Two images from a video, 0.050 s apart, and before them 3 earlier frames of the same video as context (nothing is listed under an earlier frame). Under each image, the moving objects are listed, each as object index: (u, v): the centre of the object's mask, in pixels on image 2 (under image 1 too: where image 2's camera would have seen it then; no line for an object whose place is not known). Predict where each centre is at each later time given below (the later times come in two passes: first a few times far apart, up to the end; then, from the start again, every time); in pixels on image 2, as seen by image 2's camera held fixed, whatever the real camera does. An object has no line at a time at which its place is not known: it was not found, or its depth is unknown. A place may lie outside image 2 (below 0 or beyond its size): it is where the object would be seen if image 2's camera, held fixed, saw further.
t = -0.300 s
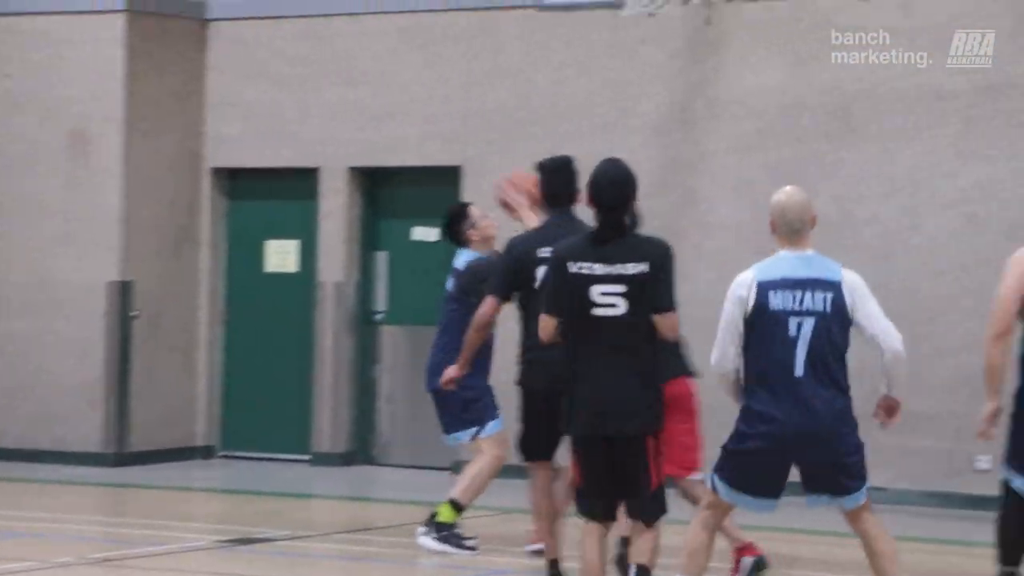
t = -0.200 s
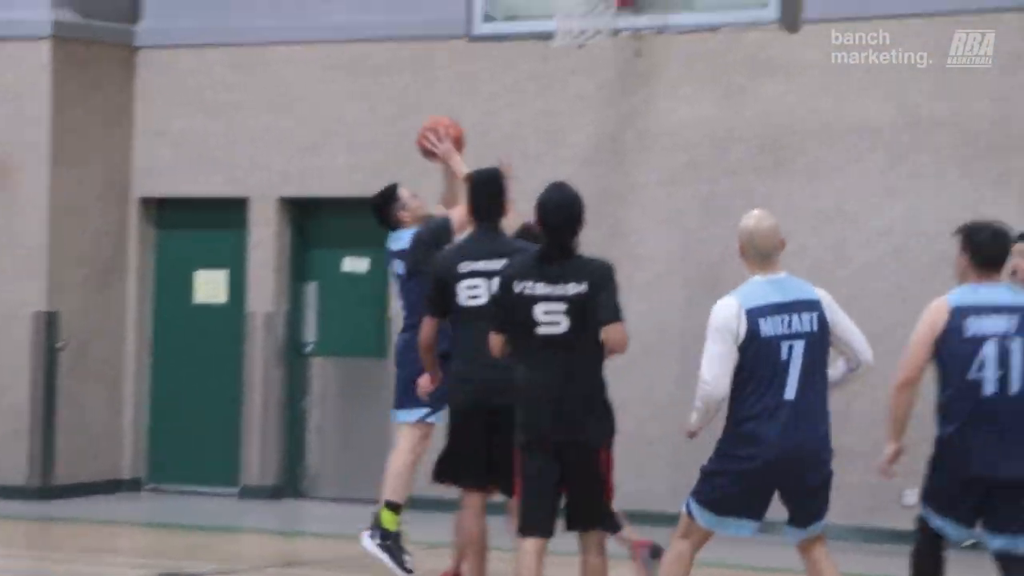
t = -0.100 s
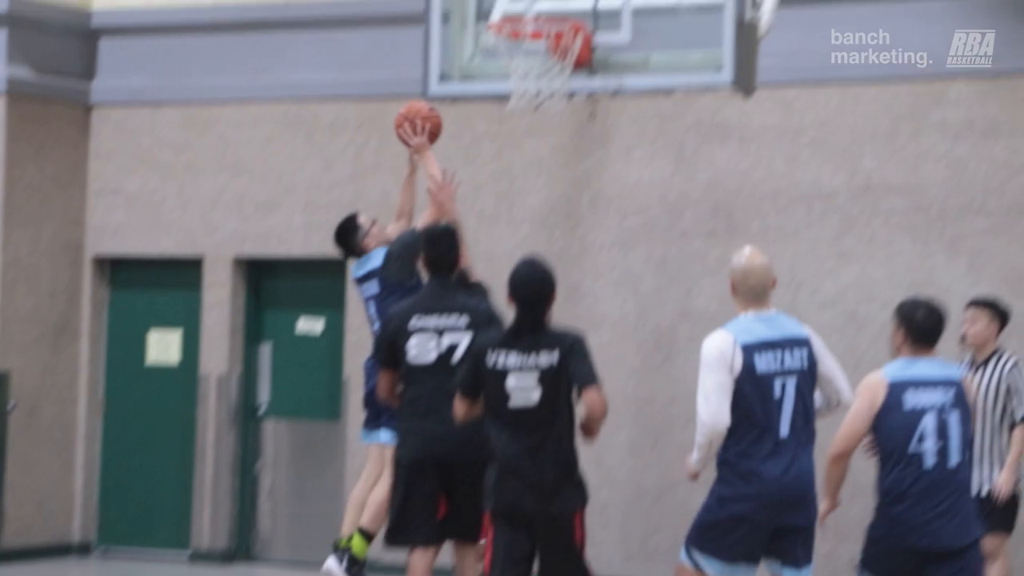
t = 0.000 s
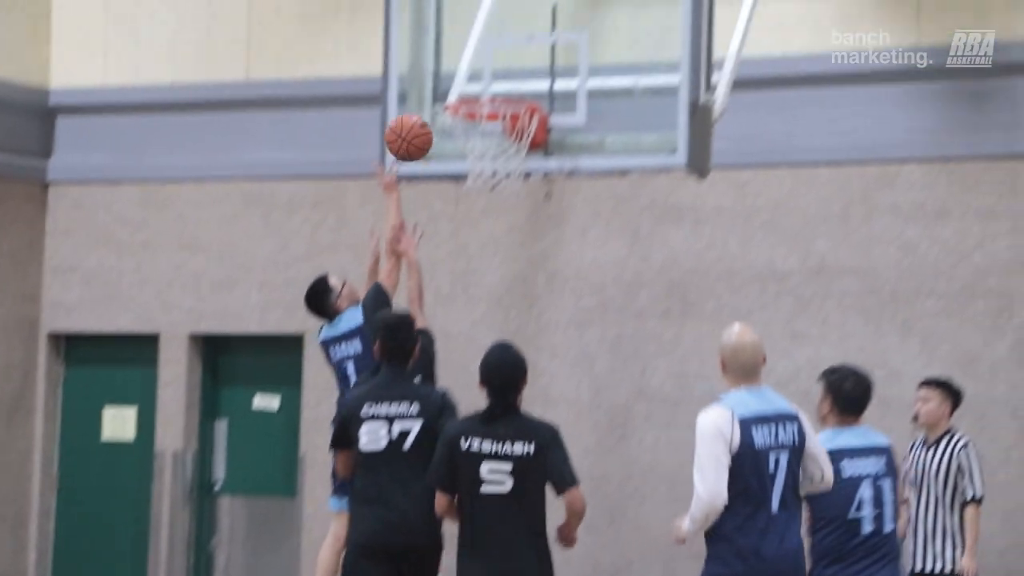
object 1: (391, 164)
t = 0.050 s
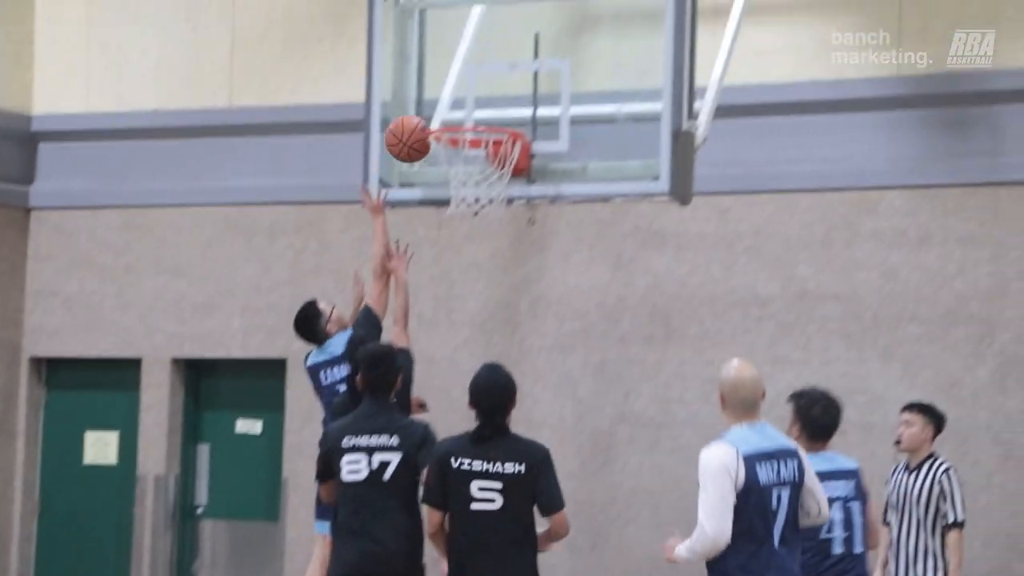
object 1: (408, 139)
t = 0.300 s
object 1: (472, 89)
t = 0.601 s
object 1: (475, 184)
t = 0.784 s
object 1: (470, 288)
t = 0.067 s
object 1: (413, 131)
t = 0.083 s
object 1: (418, 124)
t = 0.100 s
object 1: (424, 117)
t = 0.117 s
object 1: (430, 112)
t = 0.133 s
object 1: (436, 108)
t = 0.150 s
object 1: (441, 105)
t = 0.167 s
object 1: (447, 100)
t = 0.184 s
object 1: (452, 97)
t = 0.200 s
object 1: (457, 94)
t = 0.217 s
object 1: (463, 92)
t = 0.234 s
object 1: (468, 90)
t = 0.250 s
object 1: (472, 89)
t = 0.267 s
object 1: (472, 89)
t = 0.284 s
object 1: (472, 89)
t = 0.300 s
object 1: (472, 89)
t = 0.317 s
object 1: (473, 90)
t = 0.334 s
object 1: (473, 92)
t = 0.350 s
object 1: (473, 93)
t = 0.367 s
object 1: (473, 96)
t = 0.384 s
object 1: (473, 99)
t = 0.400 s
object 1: (473, 103)
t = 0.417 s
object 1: (473, 106)
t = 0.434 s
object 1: (474, 109)
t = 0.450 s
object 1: (473, 112)
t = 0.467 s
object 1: (474, 120)
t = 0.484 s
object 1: (472, 129)
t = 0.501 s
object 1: (472, 136)
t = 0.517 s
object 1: (474, 144)
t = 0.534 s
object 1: (479, 153)
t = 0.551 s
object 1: (474, 160)
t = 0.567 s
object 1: (475, 169)
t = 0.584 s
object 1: (475, 179)
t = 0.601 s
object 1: (475, 184)
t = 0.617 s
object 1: (474, 210)
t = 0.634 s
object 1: (473, 212)
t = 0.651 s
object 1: (473, 215)
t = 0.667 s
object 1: (473, 219)
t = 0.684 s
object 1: (473, 224)
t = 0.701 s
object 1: (472, 234)
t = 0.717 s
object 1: (472, 243)
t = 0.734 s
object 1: (471, 254)
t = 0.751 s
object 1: (471, 265)
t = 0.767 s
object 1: (471, 276)
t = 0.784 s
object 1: (470, 288)
